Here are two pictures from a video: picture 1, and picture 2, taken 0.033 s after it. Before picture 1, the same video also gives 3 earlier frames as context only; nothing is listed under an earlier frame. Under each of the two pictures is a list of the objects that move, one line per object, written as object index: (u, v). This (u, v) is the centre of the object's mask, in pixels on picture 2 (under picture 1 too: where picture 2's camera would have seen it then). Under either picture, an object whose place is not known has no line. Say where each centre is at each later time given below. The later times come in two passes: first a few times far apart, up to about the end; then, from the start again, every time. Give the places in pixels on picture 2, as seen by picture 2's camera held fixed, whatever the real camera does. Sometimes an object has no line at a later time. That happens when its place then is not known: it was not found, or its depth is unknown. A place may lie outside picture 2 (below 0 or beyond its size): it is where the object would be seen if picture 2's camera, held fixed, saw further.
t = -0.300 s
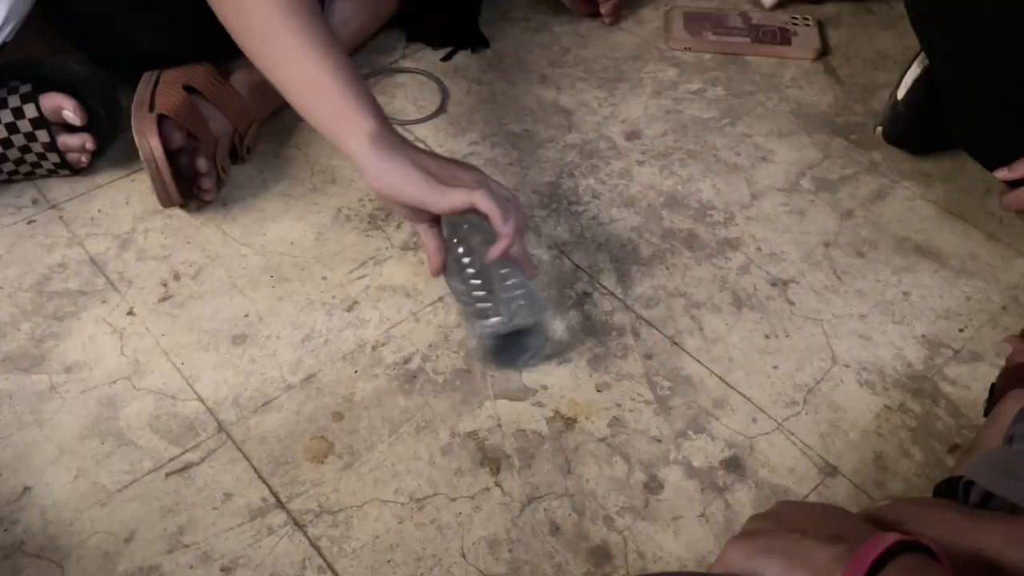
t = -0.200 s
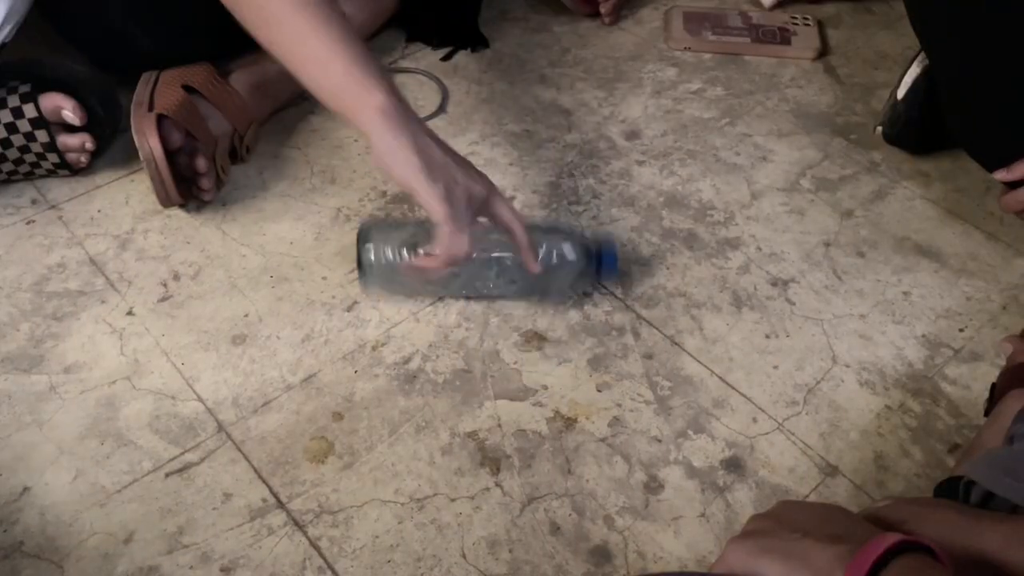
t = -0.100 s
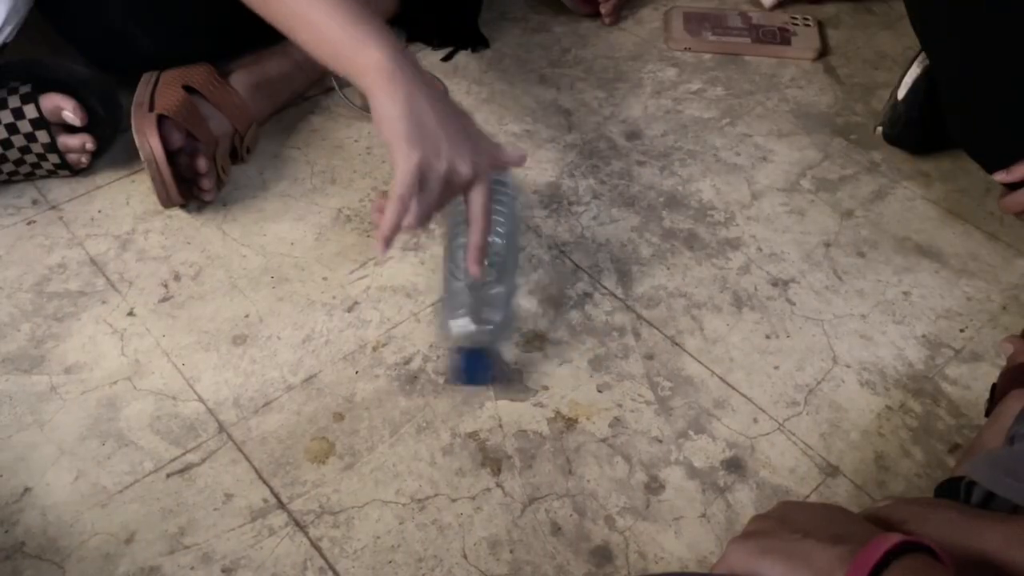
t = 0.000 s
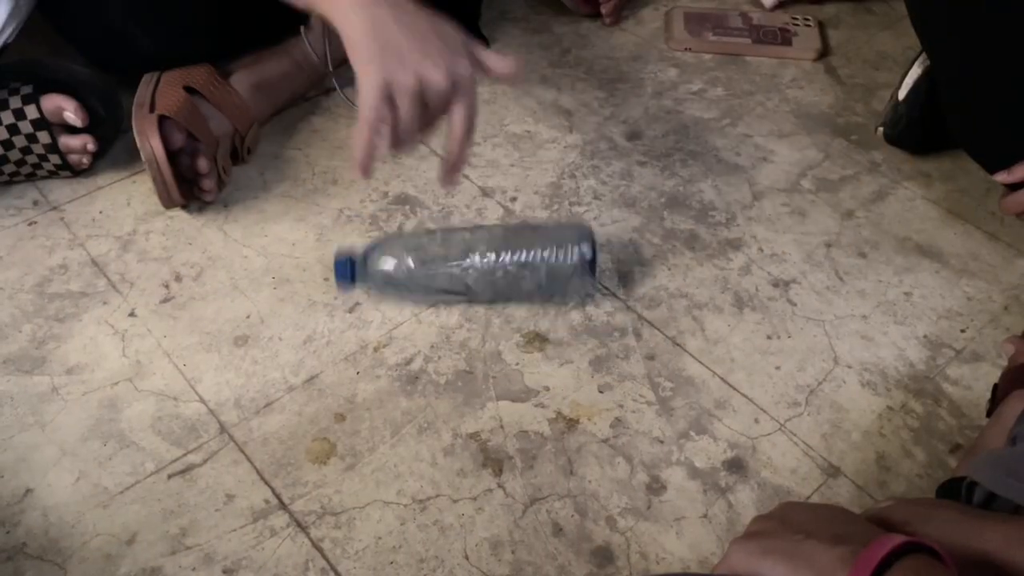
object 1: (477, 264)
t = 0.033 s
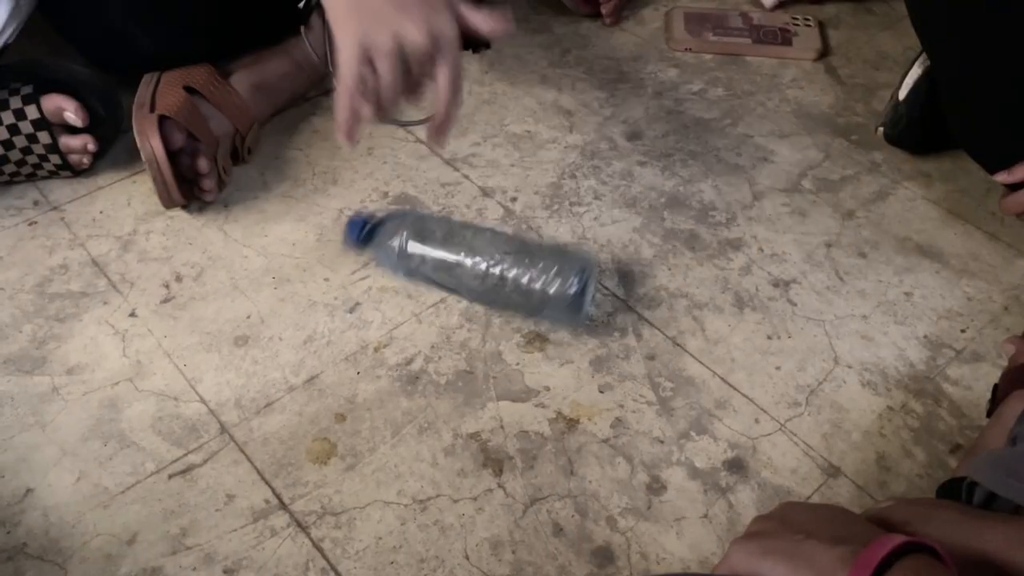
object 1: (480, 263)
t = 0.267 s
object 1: (473, 264)
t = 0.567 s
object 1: (459, 267)
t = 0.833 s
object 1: (464, 266)
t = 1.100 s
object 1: (462, 276)
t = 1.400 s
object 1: (455, 285)
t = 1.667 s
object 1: (450, 296)
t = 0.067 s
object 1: (483, 269)
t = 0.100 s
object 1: (481, 276)
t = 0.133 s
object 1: (474, 277)
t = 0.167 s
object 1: (469, 276)
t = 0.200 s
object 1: (465, 271)
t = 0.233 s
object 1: (465, 265)
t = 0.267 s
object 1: (473, 264)
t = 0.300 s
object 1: (474, 263)
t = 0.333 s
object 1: (474, 263)
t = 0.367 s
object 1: (475, 267)
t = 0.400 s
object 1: (471, 268)
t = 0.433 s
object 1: (469, 272)
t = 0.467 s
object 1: (467, 273)
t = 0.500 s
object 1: (463, 279)
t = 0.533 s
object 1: (460, 270)
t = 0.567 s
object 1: (459, 267)
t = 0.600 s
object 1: (458, 268)
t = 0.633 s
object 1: (457, 266)
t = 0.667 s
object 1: (462, 266)
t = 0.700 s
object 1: (462, 266)
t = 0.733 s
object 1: (463, 266)
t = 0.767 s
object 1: (463, 266)
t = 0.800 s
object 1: (464, 266)
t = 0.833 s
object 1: (464, 266)
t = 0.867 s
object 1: (464, 266)
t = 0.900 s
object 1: (464, 268)
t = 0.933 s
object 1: (463, 270)
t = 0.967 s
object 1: (464, 271)
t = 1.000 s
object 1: (463, 272)
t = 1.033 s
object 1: (462, 273)
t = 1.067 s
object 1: (462, 274)
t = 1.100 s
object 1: (462, 276)
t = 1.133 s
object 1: (460, 277)
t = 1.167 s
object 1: (459, 278)
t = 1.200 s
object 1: (459, 278)
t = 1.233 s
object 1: (458, 279)
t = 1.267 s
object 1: (457, 281)
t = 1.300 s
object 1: (457, 282)
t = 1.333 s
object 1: (456, 284)
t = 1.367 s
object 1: (456, 285)
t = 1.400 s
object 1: (455, 285)
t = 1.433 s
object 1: (455, 287)
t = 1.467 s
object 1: (454, 288)
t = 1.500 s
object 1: (453, 289)
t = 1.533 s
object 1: (453, 291)
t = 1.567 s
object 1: (453, 291)
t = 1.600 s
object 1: (453, 292)
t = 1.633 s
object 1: (452, 294)
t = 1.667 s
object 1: (450, 296)
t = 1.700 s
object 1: (448, 296)
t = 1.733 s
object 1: (449, 297)
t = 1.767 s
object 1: (448, 297)
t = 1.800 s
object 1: (448, 297)
